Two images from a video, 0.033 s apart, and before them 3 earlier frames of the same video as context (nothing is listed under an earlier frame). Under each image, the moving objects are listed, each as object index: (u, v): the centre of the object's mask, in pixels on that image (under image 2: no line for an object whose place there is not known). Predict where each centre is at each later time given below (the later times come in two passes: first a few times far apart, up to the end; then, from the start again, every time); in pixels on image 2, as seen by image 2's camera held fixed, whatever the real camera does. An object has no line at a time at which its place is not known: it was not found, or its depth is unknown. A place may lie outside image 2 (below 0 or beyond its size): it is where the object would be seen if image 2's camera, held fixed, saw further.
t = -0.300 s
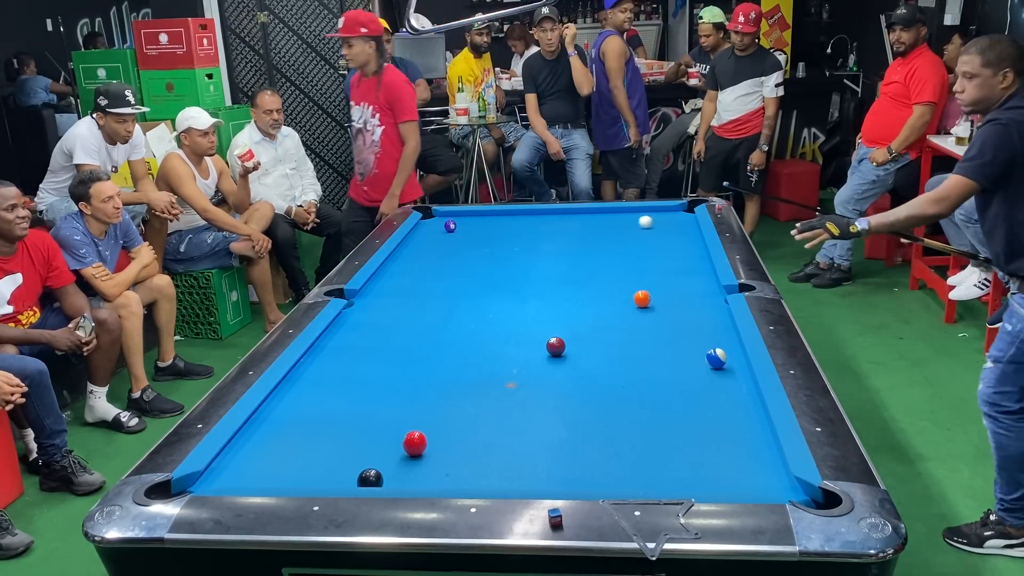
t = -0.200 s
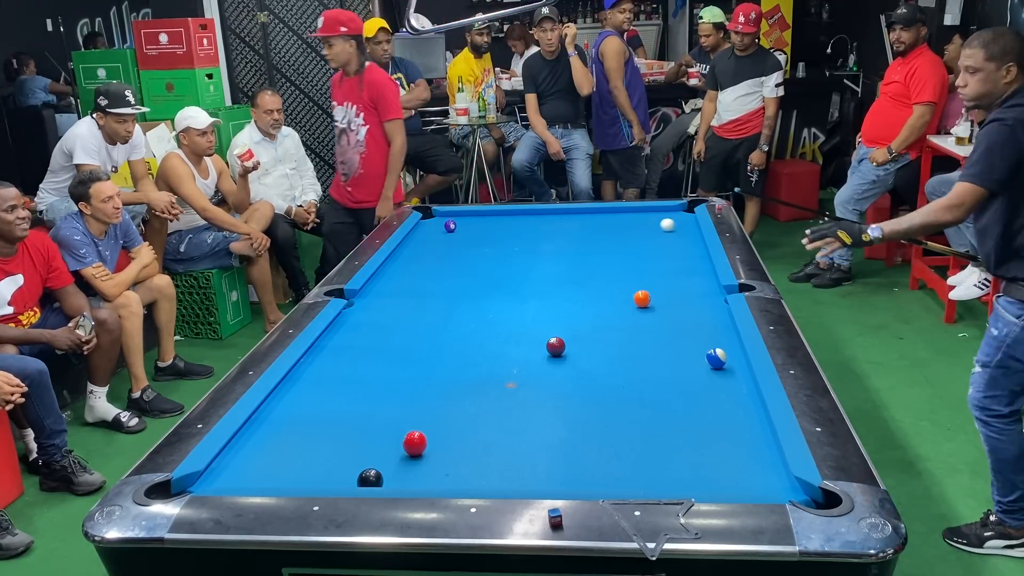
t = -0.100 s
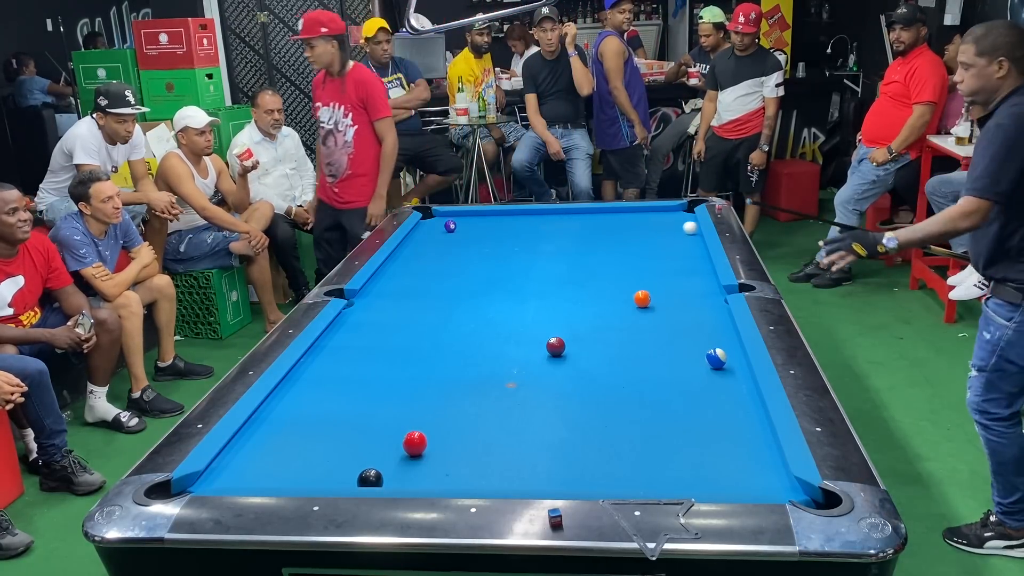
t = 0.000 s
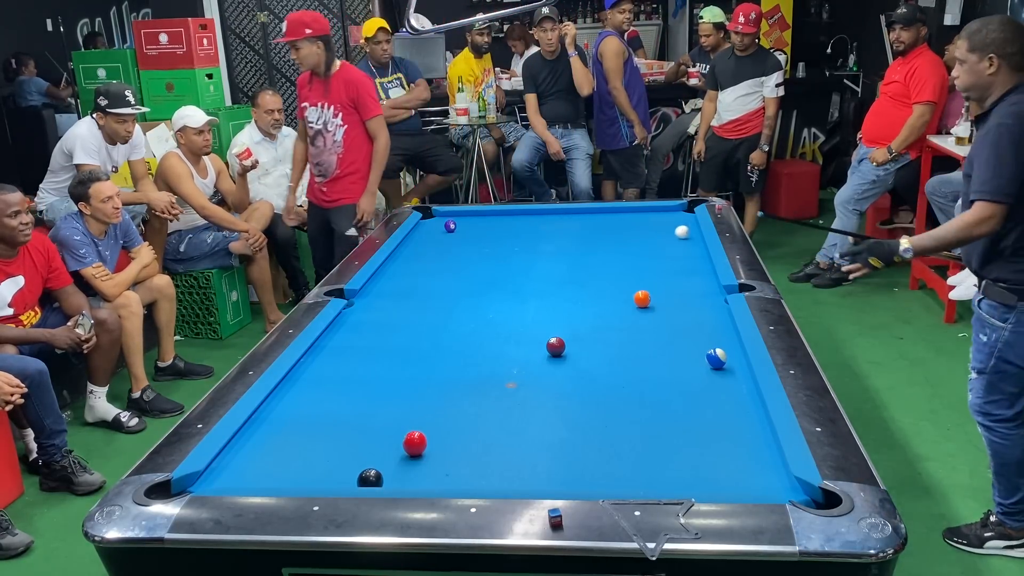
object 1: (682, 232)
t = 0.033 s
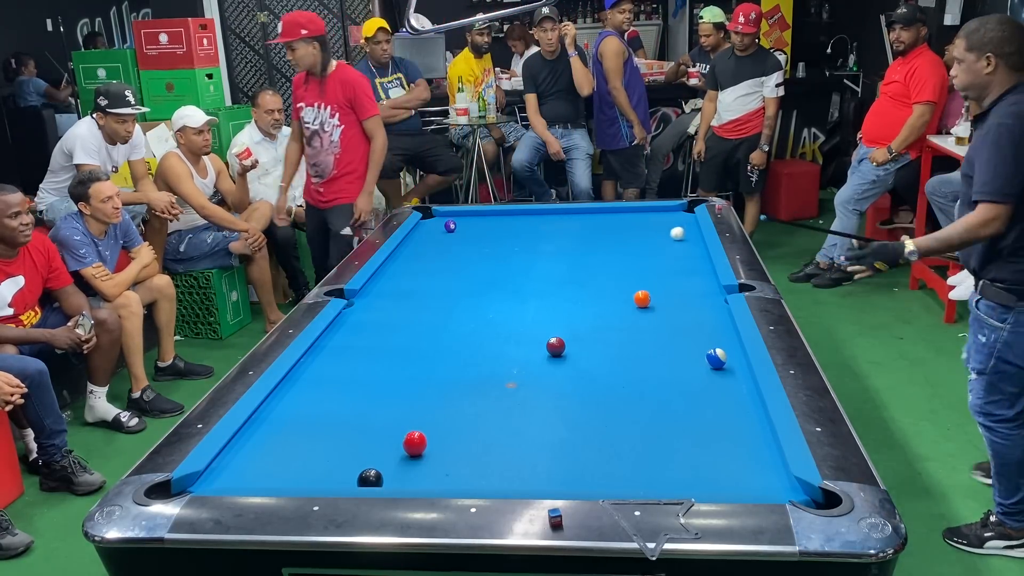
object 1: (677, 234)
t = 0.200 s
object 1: (653, 241)
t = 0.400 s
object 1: (624, 250)
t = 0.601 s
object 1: (594, 260)
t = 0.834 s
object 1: (557, 272)
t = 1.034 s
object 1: (525, 282)
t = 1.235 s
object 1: (491, 292)
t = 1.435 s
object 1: (456, 303)
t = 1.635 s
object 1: (420, 315)
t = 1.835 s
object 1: (382, 326)
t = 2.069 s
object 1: (336, 340)
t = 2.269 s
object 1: (327, 350)
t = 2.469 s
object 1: (338, 357)
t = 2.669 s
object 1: (348, 364)
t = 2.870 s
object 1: (359, 371)
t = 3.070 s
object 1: (369, 378)
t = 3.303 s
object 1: (381, 385)
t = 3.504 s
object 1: (391, 392)
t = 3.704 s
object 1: (401, 398)
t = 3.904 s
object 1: (410, 403)
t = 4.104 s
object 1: (419, 408)
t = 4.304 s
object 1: (427, 414)
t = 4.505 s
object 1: (435, 418)
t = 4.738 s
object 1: (443, 423)
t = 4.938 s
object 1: (450, 427)
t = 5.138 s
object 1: (455, 431)
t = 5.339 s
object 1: (460, 434)
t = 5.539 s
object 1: (464, 436)
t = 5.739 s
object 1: (468, 438)
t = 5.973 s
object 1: (470, 441)
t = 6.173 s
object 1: (472, 442)
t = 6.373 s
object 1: (473, 442)
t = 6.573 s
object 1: (473, 442)
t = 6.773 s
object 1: (473, 442)
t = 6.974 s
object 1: (473, 442)
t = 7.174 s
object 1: (473, 442)
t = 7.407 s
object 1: (473, 442)
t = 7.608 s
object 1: (473, 442)
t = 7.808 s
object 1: (473, 442)
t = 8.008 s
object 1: (473, 442)
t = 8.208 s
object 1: (473, 442)
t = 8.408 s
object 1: (473, 442)
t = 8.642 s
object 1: (473, 442)
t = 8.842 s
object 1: (473, 442)
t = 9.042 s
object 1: (473, 442)
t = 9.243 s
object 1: (473, 442)
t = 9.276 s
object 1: (473, 442)
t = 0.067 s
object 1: (672, 235)
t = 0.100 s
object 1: (668, 237)
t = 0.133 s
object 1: (663, 238)
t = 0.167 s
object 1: (658, 239)
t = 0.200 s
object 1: (653, 241)
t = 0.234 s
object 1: (648, 243)
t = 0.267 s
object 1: (643, 244)
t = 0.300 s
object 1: (639, 246)
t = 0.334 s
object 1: (634, 247)
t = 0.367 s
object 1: (629, 249)
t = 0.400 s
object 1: (624, 250)
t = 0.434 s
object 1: (619, 252)
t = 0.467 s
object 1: (614, 254)
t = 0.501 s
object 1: (609, 255)
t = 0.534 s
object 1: (604, 257)
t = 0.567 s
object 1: (599, 258)
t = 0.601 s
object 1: (594, 260)
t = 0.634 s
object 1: (588, 261)
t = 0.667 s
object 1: (583, 263)
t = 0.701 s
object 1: (578, 265)
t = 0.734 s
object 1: (573, 267)
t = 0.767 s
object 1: (568, 268)
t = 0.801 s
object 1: (562, 270)
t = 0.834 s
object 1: (557, 272)
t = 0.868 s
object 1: (552, 273)
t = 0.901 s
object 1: (547, 275)
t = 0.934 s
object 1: (541, 277)
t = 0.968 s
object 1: (536, 278)
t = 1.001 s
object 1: (530, 280)
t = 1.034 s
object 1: (525, 282)
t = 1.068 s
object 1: (519, 284)
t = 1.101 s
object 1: (513, 285)
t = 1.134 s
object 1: (508, 287)
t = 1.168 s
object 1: (502, 289)
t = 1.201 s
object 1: (497, 291)
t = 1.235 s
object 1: (491, 292)
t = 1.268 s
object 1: (485, 294)
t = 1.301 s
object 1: (479, 296)
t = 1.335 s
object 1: (474, 298)
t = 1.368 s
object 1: (468, 300)
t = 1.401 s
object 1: (462, 301)
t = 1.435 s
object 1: (456, 303)
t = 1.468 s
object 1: (450, 305)
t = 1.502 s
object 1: (444, 307)
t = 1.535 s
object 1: (438, 309)
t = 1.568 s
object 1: (432, 311)
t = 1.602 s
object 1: (426, 313)
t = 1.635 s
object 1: (420, 315)
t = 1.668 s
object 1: (413, 316)
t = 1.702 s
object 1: (407, 318)
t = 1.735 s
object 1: (401, 320)
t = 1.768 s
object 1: (395, 322)
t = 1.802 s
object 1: (388, 324)
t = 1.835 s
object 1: (382, 326)
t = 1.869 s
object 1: (375, 328)
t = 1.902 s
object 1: (369, 330)
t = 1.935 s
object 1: (362, 332)
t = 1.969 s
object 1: (356, 334)
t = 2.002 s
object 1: (349, 336)
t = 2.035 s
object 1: (342, 338)
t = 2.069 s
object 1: (336, 340)
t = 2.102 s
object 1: (329, 343)
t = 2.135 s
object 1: (322, 345)
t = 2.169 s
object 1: (321, 346)
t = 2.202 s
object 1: (323, 348)
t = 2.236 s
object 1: (325, 349)
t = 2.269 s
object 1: (327, 350)
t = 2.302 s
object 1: (328, 351)
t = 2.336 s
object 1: (330, 352)
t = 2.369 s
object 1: (332, 354)
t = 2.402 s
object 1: (334, 355)
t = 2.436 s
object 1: (336, 356)
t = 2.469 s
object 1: (338, 357)
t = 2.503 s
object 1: (339, 358)
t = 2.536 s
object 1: (341, 360)
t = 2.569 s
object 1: (343, 361)
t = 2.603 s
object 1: (345, 362)
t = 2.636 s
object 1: (347, 363)
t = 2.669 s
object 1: (348, 364)
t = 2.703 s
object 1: (350, 365)
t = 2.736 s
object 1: (352, 367)
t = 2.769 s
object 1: (354, 368)
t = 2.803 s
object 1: (356, 369)
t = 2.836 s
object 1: (357, 370)
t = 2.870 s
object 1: (359, 371)
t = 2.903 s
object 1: (361, 372)
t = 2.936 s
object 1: (363, 373)
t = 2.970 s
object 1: (364, 374)
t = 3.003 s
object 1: (366, 376)
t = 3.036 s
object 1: (368, 377)
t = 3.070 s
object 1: (369, 378)
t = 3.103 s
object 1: (371, 379)
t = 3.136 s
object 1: (373, 380)
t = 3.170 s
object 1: (375, 381)
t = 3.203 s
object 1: (376, 382)
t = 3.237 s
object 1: (378, 383)
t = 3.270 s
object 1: (380, 384)
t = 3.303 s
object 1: (381, 385)
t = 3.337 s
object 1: (383, 386)
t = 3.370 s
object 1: (385, 387)
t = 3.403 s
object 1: (387, 388)
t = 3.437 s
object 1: (388, 390)
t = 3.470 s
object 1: (390, 390)
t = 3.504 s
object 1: (391, 392)
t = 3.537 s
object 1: (393, 393)
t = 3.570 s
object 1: (395, 394)
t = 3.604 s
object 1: (396, 394)
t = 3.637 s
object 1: (398, 395)
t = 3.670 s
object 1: (399, 397)
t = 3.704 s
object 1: (401, 398)
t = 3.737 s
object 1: (402, 398)
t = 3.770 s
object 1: (404, 399)
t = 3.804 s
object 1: (405, 400)
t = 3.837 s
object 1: (407, 401)
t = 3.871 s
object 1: (408, 402)
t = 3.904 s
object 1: (410, 403)
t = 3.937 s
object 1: (411, 404)
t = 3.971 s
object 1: (413, 405)
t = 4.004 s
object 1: (414, 406)
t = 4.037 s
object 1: (416, 407)
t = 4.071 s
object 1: (417, 408)
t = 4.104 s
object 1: (419, 408)
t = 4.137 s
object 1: (420, 409)
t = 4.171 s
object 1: (422, 410)
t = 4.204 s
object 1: (423, 411)
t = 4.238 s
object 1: (424, 412)
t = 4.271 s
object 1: (426, 413)
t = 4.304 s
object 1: (427, 414)
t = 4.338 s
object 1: (428, 414)
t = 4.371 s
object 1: (430, 415)
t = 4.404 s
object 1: (431, 416)
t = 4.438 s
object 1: (432, 417)
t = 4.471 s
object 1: (434, 418)
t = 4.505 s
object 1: (435, 418)
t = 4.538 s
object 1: (436, 419)
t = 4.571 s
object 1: (437, 420)
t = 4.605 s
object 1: (438, 421)
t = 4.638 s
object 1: (440, 421)
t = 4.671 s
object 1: (441, 422)
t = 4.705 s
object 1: (442, 423)
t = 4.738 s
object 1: (443, 423)
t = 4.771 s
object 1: (444, 424)
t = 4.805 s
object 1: (445, 425)
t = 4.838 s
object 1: (446, 425)
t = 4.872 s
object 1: (447, 426)
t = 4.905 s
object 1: (449, 426)
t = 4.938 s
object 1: (450, 427)
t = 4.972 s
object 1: (451, 428)
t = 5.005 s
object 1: (452, 428)
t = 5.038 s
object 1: (453, 429)
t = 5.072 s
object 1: (454, 429)
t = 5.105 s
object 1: (455, 430)
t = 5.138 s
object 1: (455, 431)
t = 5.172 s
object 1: (456, 431)
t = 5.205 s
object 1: (457, 432)
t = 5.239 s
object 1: (458, 432)
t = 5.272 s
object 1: (459, 433)
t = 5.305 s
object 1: (460, 433)
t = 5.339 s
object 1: (460, 434)
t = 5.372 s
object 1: (461, 434)
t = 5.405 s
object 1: (462, 435)
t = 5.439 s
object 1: (462, 435)
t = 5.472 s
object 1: (463, 435)
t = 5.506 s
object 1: (464, 436)
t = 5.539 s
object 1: (464, 436)
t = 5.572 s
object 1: (465, 437)
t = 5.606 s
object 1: (466, 437)
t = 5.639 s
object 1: (466, 437)
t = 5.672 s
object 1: (467, 438)
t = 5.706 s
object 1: (467, 438)
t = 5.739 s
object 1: (468, 438)
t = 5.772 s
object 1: (468, 439)
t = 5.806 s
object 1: (468, 439)
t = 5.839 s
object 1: (469, 439)
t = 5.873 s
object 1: (469, 440)
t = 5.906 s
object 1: (470, 440)
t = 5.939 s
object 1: (470, 440)
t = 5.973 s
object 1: (470, 441)
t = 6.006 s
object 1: (471, 441)
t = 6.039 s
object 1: (471, 441)
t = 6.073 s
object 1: (471, 441)
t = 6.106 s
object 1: (471, 442)
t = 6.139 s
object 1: (472, 442)
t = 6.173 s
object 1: (472, 442)
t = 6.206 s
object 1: (472, 442)
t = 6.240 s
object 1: (472, 442)
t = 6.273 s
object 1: (472, 442)
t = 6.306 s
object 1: (473, 442)
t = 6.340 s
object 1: (473, 442)
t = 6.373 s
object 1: (473, 442)
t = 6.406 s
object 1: (473, 443)
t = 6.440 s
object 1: (473, 443)
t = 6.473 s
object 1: (473, 442)
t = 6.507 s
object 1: (473, 442)
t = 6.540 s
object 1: (473, 442)
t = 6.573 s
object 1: (473, 442)
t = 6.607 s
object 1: (473, 442)
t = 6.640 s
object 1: (473, 442)
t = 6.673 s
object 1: (473, 442)
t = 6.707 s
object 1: (473, 442)
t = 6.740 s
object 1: (473, 442)
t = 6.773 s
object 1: (473, 442)
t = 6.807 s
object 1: (473, 442)
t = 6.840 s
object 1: (473, 442)
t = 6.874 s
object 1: (473, 442)
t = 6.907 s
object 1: (473, 442)
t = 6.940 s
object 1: (473, 442)
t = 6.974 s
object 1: (473, 442)
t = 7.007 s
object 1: (473, 442)
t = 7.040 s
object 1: (473, 442)
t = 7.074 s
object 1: (473, 442)
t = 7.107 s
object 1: (473, 442)
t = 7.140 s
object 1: (473, 442)
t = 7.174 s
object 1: (473, 442)
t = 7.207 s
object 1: (473, 442)
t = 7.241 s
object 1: (473, 442)
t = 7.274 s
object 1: (473, 442)
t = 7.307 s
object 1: (473, 442)
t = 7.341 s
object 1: (473, 442)
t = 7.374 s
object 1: (473, 442)
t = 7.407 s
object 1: (473, 442)
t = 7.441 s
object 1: (473, 442)
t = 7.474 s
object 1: (473, 442)
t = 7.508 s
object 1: (473, 442)
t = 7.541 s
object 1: (473, 442)
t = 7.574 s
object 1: (473, 442)
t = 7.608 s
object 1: (473, 442)
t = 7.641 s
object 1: (473, 442)
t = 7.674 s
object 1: (473, 442)
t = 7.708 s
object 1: (473, 442)
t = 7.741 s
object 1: (473, 442)
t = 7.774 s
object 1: (473, 442)
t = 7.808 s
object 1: (473, 442)
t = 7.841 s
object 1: (473, 442)
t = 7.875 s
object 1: (473, 442)
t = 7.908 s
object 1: (473, 442)
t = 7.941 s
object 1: (473, 442)
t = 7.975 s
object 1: (473, 442)
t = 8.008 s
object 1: (473, 442)
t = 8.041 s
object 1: (473, 442)
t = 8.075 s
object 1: (473, 442)
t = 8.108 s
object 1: (473, 442)
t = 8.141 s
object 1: (473, 442)
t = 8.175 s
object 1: (473, 442)
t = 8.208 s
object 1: (473, 442)
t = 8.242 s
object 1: (473, 442)
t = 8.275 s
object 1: (473, 442)
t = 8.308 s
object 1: (473, 442)
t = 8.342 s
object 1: (473, 442)
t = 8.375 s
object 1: (473, 442)
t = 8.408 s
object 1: (473, 442)
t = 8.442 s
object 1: (473, 442)
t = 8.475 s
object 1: (473, 442)
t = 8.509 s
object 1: (473, 442)
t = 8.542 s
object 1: (473, 442)
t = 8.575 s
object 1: (473, 442)
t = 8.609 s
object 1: (473, 442)
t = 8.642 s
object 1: (473, 442)
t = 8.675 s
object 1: (473, 442)
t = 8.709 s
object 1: (473, 442)
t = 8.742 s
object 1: (473, 442)
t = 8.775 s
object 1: (473, 442)
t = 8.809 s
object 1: (473, 442)
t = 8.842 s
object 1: (473, 442)
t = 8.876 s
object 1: (473, 442)
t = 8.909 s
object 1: (473, 442)
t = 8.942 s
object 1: (473, 442)
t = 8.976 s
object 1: (473, 442)
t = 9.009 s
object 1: (473, 442)
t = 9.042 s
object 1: (473, 442)
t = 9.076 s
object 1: (473, 442)
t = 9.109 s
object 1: (473, 442)
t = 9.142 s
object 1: (473, 442)
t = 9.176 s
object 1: (473, 442)
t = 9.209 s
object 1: (473, 443)
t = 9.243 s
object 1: (473, 442)
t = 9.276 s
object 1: (473, 442)
